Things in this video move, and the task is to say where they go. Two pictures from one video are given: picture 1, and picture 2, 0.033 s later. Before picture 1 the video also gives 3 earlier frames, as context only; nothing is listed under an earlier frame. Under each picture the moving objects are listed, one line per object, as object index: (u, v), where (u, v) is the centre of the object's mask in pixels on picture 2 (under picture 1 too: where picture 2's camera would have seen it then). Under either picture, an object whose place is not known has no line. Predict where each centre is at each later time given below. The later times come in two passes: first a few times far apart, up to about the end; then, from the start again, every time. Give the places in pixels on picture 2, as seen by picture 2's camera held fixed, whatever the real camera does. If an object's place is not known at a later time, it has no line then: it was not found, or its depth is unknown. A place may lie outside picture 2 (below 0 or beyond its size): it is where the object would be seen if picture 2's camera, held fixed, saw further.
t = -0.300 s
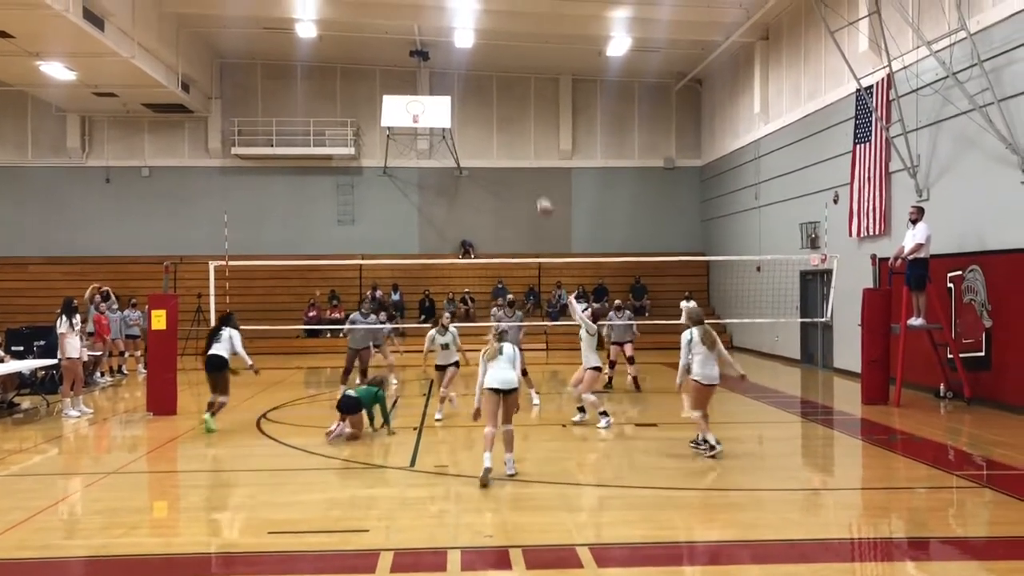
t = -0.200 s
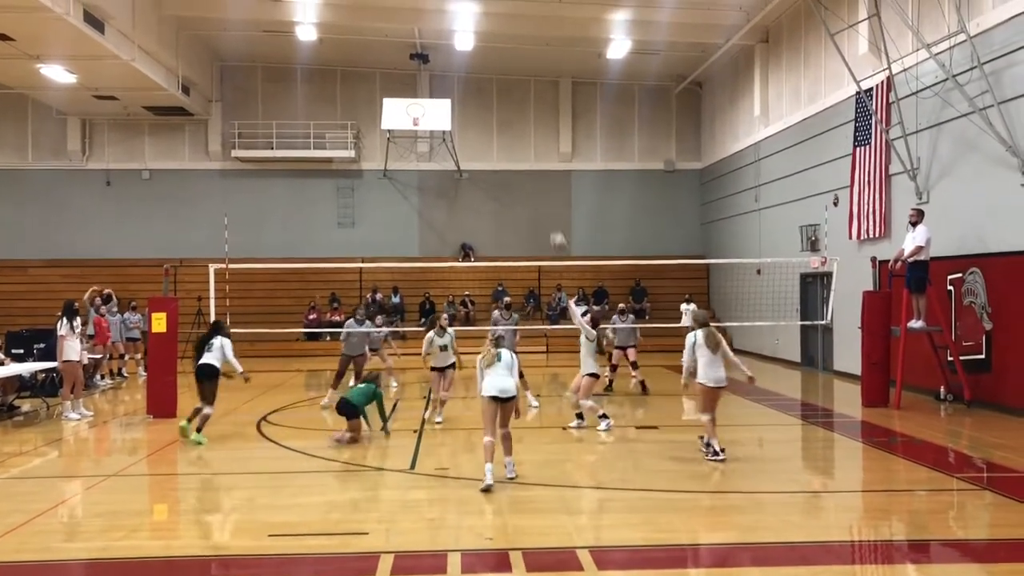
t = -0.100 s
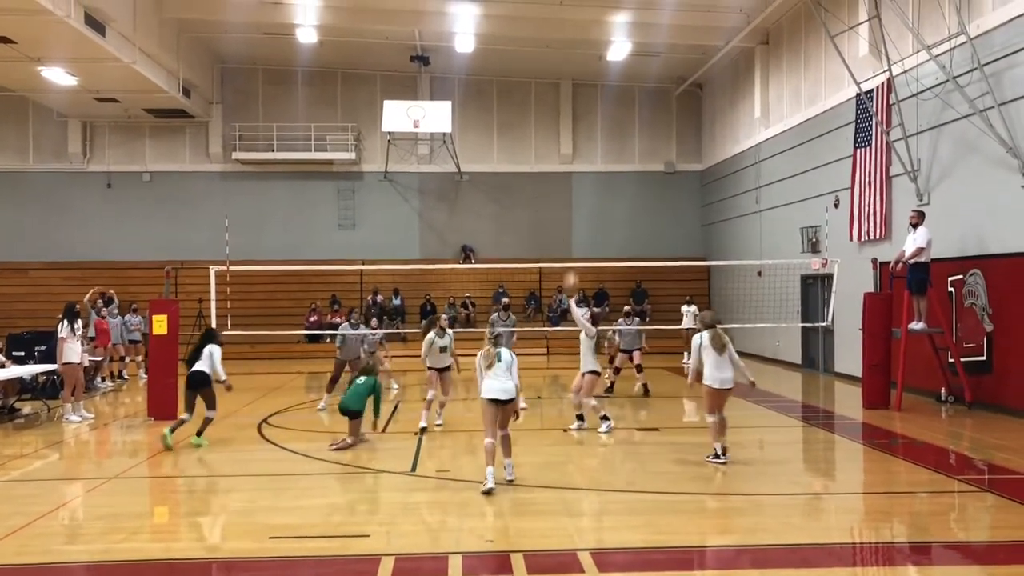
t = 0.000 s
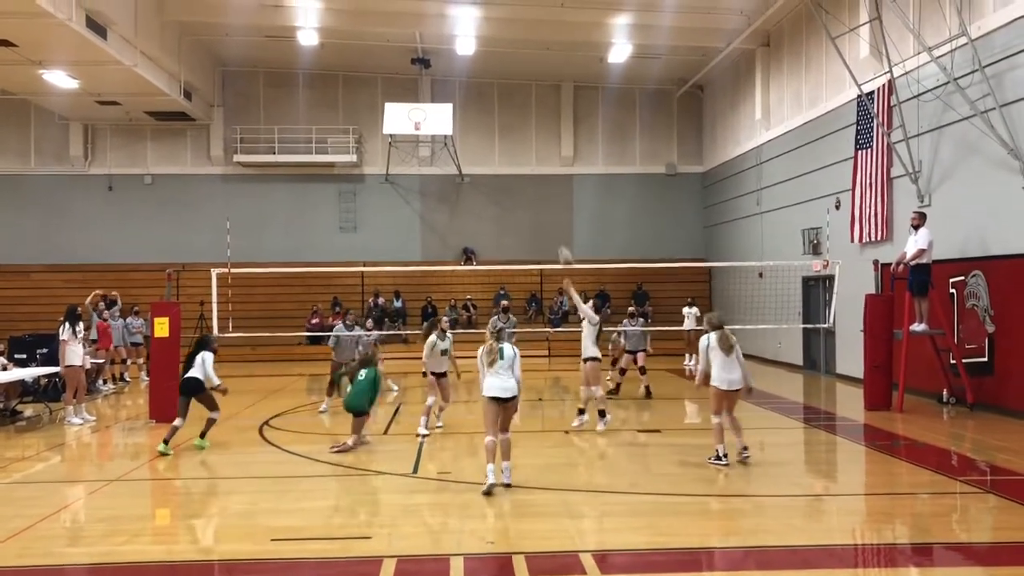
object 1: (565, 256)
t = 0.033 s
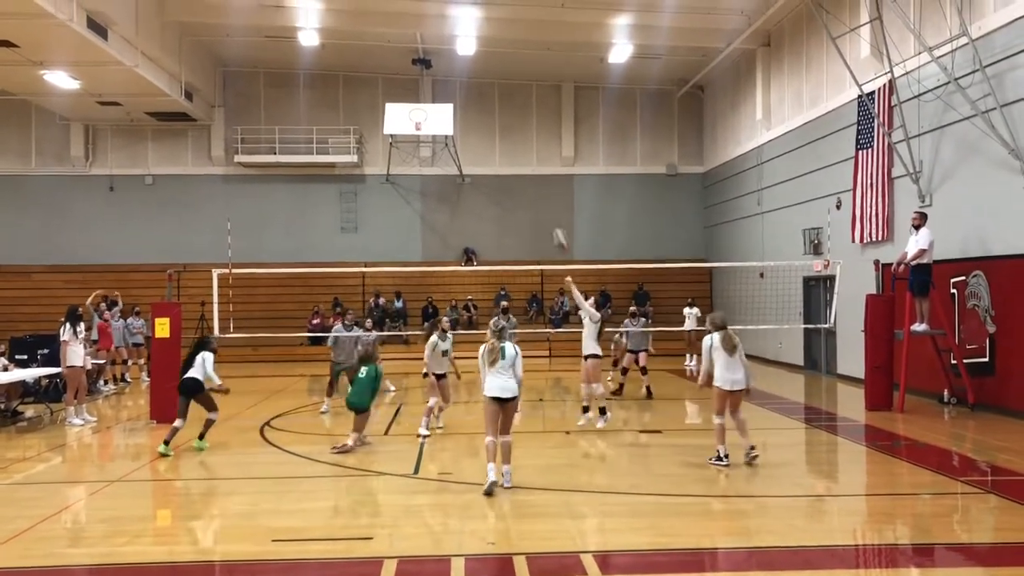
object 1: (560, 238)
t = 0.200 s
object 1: (533, 164)
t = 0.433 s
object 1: (496, 90)
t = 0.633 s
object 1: (466, 63)
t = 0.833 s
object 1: (438, 63)
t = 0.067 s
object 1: (554, 222)
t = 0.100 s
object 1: (549, 206)
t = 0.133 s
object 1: (544, 188)
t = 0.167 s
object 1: (538, 176)
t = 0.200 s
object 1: (533, 164)
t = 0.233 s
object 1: (528, 150)
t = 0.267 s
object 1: (523, 139)
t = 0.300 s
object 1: (517, 128)
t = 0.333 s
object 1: (512, 116)
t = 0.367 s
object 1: (506, 106)
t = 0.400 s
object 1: (501, 98)
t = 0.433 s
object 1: (496, 90)
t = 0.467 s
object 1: (492, 83)
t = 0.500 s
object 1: (487, 77)
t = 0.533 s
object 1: (482, 73)
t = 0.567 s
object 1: (476, 67)
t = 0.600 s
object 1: (472, 64)
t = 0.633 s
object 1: (466, 63)
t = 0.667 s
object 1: (463, 61)
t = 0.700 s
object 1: (457, 60)
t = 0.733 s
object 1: (453, 58)
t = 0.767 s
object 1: (448, 60)
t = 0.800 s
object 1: (443, 61)
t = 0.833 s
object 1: (438, 63)
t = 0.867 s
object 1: (432, 65)
